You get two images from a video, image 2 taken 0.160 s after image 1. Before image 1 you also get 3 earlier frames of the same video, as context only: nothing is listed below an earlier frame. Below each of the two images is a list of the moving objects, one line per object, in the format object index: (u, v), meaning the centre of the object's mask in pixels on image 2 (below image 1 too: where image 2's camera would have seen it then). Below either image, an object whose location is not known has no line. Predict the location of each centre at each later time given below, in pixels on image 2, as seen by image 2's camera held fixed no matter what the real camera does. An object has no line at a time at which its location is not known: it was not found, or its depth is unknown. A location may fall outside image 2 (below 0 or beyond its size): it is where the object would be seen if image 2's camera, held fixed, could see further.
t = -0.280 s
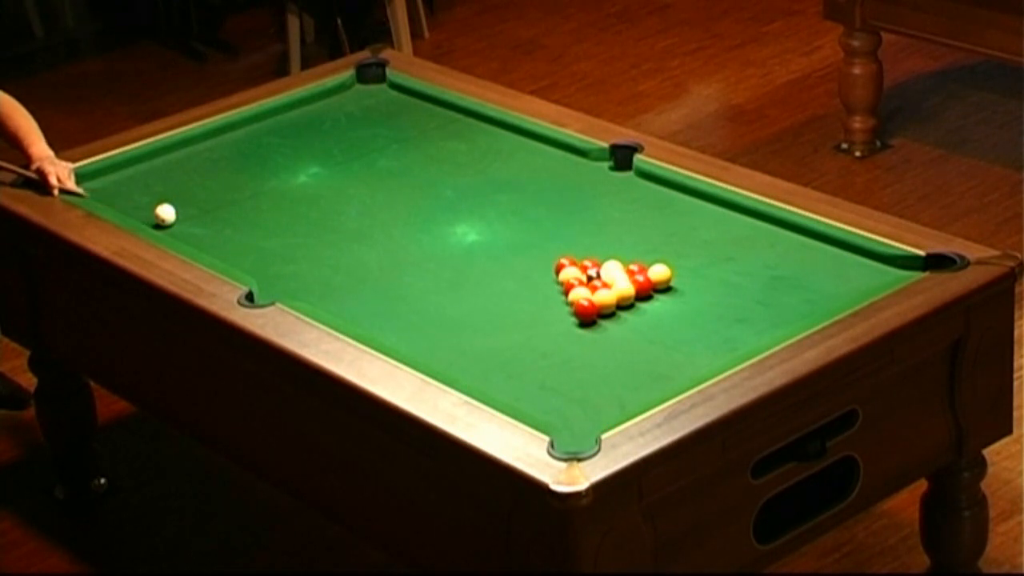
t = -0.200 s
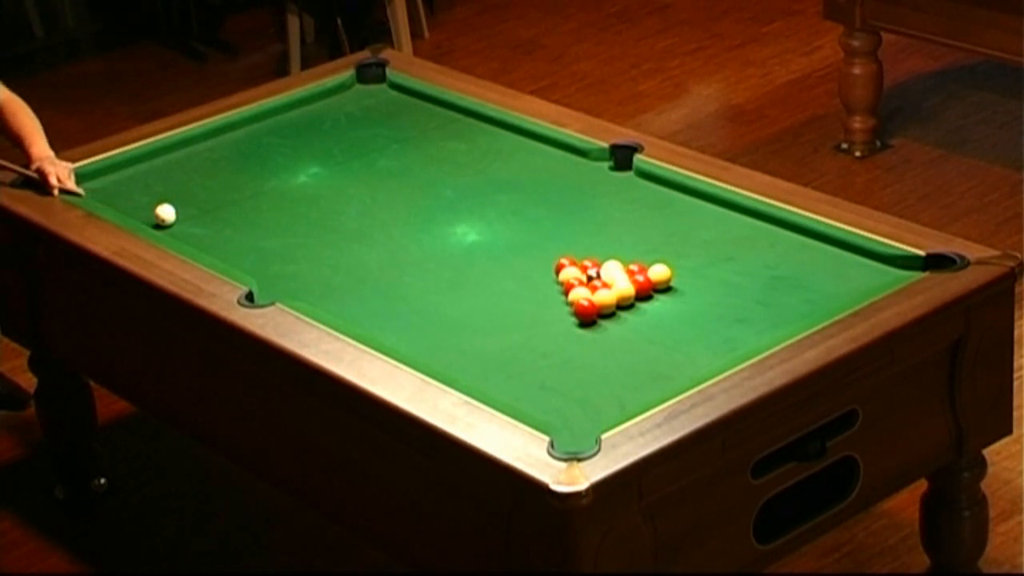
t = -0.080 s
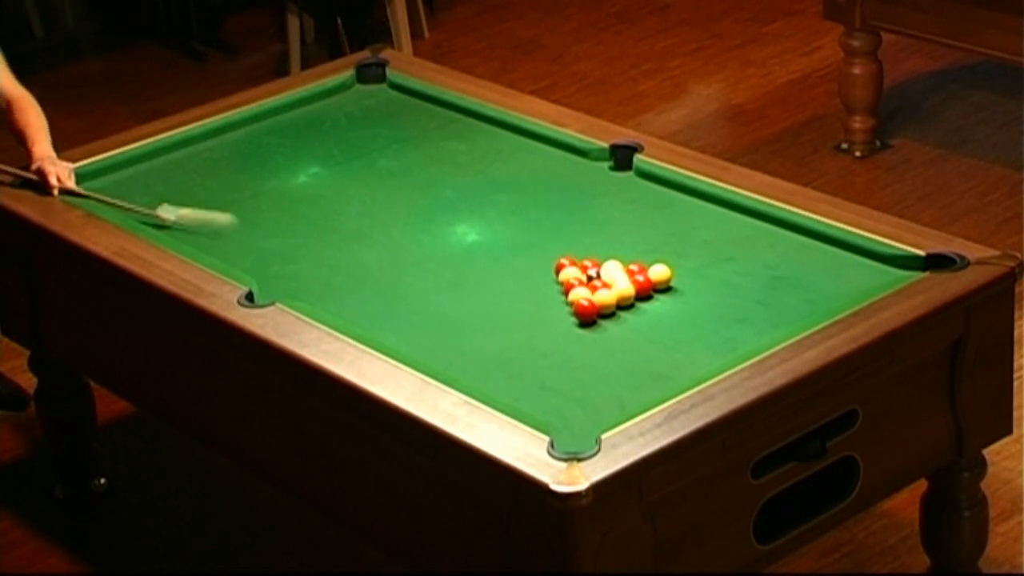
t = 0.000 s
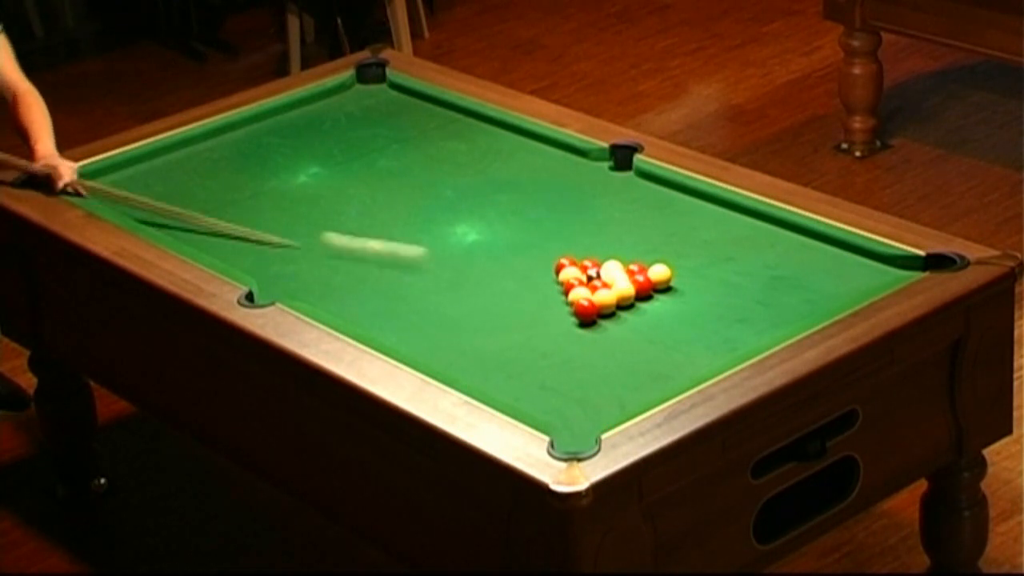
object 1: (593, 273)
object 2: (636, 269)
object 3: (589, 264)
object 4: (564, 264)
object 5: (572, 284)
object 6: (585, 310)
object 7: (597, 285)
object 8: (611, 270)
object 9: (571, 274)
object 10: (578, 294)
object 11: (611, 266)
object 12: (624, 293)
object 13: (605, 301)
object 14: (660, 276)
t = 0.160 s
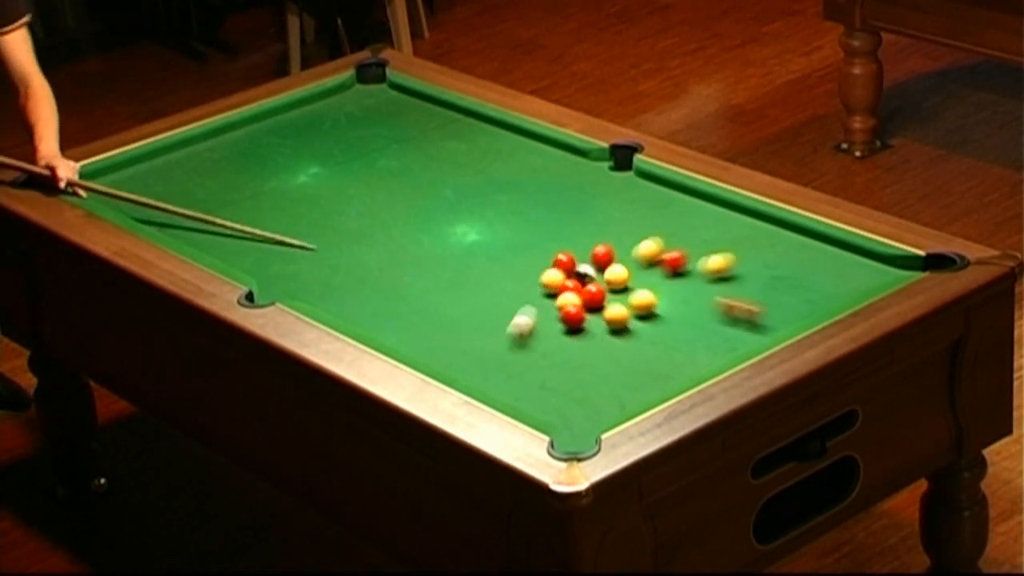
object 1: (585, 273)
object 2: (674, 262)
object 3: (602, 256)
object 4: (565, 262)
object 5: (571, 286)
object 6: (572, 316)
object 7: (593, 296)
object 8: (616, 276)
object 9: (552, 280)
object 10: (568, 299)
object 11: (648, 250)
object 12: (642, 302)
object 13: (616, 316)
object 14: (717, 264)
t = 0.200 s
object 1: (581, 272)
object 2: (688, 257)
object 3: (606, 251)
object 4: (562, 261)
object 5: (570, 288)
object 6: (568, 319)
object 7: (591, 299)
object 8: (616, 274)
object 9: (547, 281)
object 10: (563, 302)
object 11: (662, 242)
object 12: (651, 305)
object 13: (621, 322)
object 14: (739, 260)
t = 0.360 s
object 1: (559, 270)
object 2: (739, 239)
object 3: (623, 232)
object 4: (559, 252)
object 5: (561, 295)
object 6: (548, 331)
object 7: (582, 305)
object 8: (614, 265)
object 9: (529, 284)
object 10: (545, 311)
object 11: (710, 215)
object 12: (681, 320)
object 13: (639, 345)
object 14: (818, 246)
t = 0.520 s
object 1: (543, 264)
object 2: (774, 227)
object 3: (639, 214)
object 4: (556, 248)
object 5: (552, 299)
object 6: (529, 341)
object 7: (574, 312)
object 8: (602, 258)
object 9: (511, 287)
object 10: (528, 319)
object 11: (699, 215)
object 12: (712, 334)
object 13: (659, 370)
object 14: (821, 263)
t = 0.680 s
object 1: (528, 259)
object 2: (746, 243)
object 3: (654, 197)
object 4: (549, 240)
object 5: (546, 303)
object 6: (510, 352)
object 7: (566, 318)
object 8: (564, 255)
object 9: (494, 289)
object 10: (511, 328)
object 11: (661, 228)
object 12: (738, 343)
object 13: (653, 379)
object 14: (808, 285)
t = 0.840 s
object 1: (506, 255)
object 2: (719, 258)
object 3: (658, 186)
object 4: (549, 236)
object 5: (540, 305)
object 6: (491, 362)
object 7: (558, 325)
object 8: (535, 252)
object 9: (479, 291)
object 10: (495, 337)
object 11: (624, 242)
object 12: (715, 338)
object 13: (619, 376)
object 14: (796, 308)
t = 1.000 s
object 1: (478, 250)
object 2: (746, 262)
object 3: (632, 191)
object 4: (545, 232)
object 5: (535, 307)
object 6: (474, 371)
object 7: (551, 330)
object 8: (516, 247)
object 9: (464, 293)
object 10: (479, 344)
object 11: (587, 255)
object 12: (693, 331)
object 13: (587, 372)
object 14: (776, 324)
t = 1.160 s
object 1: (453, 248)
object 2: (772, 265)
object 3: (607, 196)
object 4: (543, 228)
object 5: (530, 309)
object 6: (475, 372)
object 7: (545, 336)
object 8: (498, 244)
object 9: (451, 295)
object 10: (464, 350)
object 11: (550, 268)
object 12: (672, 323)
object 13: (557, 368)
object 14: (739, 334)
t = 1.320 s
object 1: (428, 244)
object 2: (797, 269)
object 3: (583, 200)
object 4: (541, 224)
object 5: (527, 311)
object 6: (489, 368)
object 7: (539, 340)
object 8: (481, 240)
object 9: (439, 297)
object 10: (450, 357)
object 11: (513, 280)
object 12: (653, 316)
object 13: (529, 366)
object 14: (703, 343)
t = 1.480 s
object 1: (404, 241)
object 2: (821, 273)
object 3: (560, 204)
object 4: (539, 220)
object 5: (525, 312)
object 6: (482, 364)
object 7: (535, 342)
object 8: (465, 237)
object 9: (428, 299)
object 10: (441, 359)
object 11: (477, 293)
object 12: (635, 310)
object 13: (523, 361)
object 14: (668, 350)
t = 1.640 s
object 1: (382, 237)
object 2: (845, 277)
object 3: (537, 203)
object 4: (538, 218)
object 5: (523, 312)
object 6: (473, 360)
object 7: (530, 341)
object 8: (450, 234)
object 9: (418, 300)
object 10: (446, 357)
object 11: (442, 306)
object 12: (618, 304)
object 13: (526, 359)
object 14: (633, 358)
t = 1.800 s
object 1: (361, 234)
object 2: (867, 279)
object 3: (517, 207)
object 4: (535, 218)
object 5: (523, 313)
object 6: (476, 357)
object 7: (527, 341)
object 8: (436, 231)
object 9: (410, 298)
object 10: (442, 353)
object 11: (407, 319)
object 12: (602, 299)
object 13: (526, 360)
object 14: (600, 365)
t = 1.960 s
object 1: (342, 232)
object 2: (871, 277)
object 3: (499, 208)
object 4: (533, 218)
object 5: (522, 313)
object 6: (478, 356)
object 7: (525, 341)
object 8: (423, 229)
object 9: (403, 303)
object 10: (439, 350)
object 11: (376, 327)
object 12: (588, 294)
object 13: (527, 361)
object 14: (568, 372)
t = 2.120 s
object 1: (323, 229)
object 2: (866, 272)
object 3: (481, 208)
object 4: (532, 219)
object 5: (523, 313)
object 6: (480, 354)
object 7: (524, 341)
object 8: (412, 227)
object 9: (397, 301)
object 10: (436, 347)
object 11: (395, 319)
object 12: (574, 289)
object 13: (527, 358)
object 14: (536, 379)
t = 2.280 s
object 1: (305, 226)
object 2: (861, 267)
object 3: (465, 208)
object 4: (532, 219)
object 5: (523, 313)
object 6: (480, 353)
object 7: (524, 341)
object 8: (401, 225)
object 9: (390, 305)
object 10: (433, 343)
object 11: (414, 309)
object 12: (562, 284)
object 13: (528, 362)
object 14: (507, 386)
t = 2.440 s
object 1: (287, 224)
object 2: (857, 261)
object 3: (450, 208)
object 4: (533, 219)
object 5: (523, 313)
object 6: (480, 353)
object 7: (524, 341)
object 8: (391, 223)
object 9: (386, 306)
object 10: (431, 341)
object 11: (433, 299)
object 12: (551, 280)
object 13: (528, 361)
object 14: (500, 383)
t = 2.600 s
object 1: (273, 222)
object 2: (854, 257)
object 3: (436, 208)
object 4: (533, 219)
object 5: (523, 312)
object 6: (480, 353)
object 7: (524, 341)
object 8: (382, 221)
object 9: (383, 306)
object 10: (429, 339)
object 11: (450, 290)
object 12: (540, 276)
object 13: (528, 361)
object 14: (508, 374)
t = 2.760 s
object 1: (258, 220)
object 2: (850, 253)
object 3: (423, 208)
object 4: (533, 219)
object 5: (523, 313)
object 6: (480, 353)
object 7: (522, 341)
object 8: (373, 220)
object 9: (381, 307)
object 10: (428, 338)
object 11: (466, 281)
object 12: (530, 272)
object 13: (533, 358)
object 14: (509, 370)
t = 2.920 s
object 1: (244, 218)
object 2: (847, 249)
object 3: (413, 207)
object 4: (533, 219)
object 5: (523, 313)
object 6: (480, 353)
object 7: (522, 343)
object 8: (361, 225)
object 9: (380, 307)
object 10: (427, 337)
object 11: (481, 273)
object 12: (522, 269)
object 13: (539, 354)
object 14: (509, 368)
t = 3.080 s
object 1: (231, 216)
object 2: (841, 248)
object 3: (415, 204)
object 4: (533, 219)
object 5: (523, 313)
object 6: (480, 353)
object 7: (523, 344)
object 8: (346, 234)
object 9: (380, 307)
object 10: (427, 336)
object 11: (491, 266)
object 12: (518, 266)
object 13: (543, 351)
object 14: (508, 367)
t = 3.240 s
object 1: (221, 215)
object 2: (837, 248)
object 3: (416, 202)
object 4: (533, 219)
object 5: (523, 313)
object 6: (480, 353)
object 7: (524, 344)
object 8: (332, 242)
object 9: (381, 307)
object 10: (426, 336)
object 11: (490, 261)
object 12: (524, 262)
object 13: (547, 348)
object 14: (508, 366)
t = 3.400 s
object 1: (209, 214)
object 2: (833, 248)
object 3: (417, 200)
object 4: (533, 218)
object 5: (523, 313)
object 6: (480, 353)
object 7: (524, 344)
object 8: (318, 250)
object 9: (381, 307)
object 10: (426, 336)
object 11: (488, 255)
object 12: (530, 259)
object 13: (551, 345)
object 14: (508, 366)
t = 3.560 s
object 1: (199, 212)
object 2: (831, 248)
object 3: (419, 198)
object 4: (533, 218)
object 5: (523, 313)
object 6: (480, 353)
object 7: (524, 344)
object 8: (304, 257)
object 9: (381, 307)
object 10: (426, 336)
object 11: (488, 251)
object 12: (535, 256)
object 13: (554, 343)
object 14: (508, 366)
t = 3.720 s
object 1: (189, 211)
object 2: (830, 248)
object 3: (420, 197)
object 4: (532, 219)
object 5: (523, 313)
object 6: (480, 353)
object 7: (524, 344)
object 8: (292, 264)
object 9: (381, 307)
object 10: (426, 336)
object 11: (487, 247)
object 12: (539, 253)
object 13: (556, 342)
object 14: (508, 366)
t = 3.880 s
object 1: (181, 210)
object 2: (830, 248)
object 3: (420, 197)
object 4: (532, 219)
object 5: (523, 313)
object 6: (480, 353)
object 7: (524, 344)
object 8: (280, 271)
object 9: (381, 307)
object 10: (426, 336)
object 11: (486, 243)
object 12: (543, 251)
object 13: (557, 341)
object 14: (508, 366)
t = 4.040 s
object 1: (174, 208)
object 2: (830, 248)
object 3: (421, 196)
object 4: (532, 219)
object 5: (523, 313)
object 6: (480, 353)
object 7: (524, 344)
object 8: (269, 278)
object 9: (381, 307)
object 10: (426, 336)
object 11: (485, 240)
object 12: (546, 250)
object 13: (558, 340)
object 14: (508, 366)
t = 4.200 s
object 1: (168, 207)
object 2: (830, 248)
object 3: (421, 196)
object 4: (532, 219)
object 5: (523, 313)
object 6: (480, 353)
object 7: (524, 344)
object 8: (273, 279)
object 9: (381, 307)
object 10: (426, 336)
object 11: (486, 237)
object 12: (549, 249)
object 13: (558, 340)
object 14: (508, 366)
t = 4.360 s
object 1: (163, 206)
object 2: (830, 248)
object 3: (422, 196)
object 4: (532, 219)
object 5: (523, 313)
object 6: (480, 353)
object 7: (524, 344)
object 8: (282, 278)
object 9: (381, 307)
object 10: (426, 336)
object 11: (486, 235)
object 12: (551, 248)
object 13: (558, 340)
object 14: (508, 366)
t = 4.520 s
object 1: (158, 206)
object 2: (830, 248)
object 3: (422, 196)
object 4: (532, 219)
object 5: (523, 313)
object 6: (480, 353)
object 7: (524, 344)
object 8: (291, 277)
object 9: (381, 307)
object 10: (426, 336)
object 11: (486, 233)
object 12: (552, 247)
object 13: (558, 340)
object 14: (508, 366)
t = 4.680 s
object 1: (154, 205)
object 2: (830, 248)
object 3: (422, 196)
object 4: (532, 219)
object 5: (523, 313)
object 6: (480, 353)
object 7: (524, 344)
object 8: (299, 276)
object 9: (381, 307)
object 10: (426, 336)
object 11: (487, 231)
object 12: (553, 247)
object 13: (558, 340)
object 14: (508, 366)
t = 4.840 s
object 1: (150, 205)
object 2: (830, 248)
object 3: (422, 196)
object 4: (532, 219)
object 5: (523, 313)
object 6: (480, 353)
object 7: (524, 344)
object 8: (306, 275)
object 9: (381, 307)
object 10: (426, 336)
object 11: (487, 230)
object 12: (553, 247)
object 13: (558, 340)
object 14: (508, 366)
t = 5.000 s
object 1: (148, 205)
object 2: (830, 248)
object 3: (422, 196)
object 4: (532, 219)
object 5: (523, 313)
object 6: (480, 353)
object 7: (524, 344)
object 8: (311, 274)
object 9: (381, 307)
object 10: (426, 336)
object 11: (487, 230)
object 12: (552, 247)
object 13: (558, 340)
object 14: (508, 366)
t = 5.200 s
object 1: (146, 204)
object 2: (830, 248)
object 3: (422, 196)
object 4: (532, 219)
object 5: (523, 313)
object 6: (480, 353)
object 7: (524, 345)
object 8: (316, 273)
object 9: (381, 307)
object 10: (426, 337)
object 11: (487, 230)
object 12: (552, 247)
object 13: (558, 340)
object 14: (508, 366)
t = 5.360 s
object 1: (146, 204)
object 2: (830, 248)
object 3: (422, 196)
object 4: (532, 219)
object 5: (523, 313)
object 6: (480, 353)
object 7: (524, 345)
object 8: (319, 273)
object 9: (380, 307)
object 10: (426, 336)
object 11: (487, 230)
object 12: (552, 247)
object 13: (558, 340)
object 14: (508, 366)
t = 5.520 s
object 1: (145, 204)
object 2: (830, 248)
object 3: (422, 196)
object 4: (532, 219)
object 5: (523, 313)
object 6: (480, 353)
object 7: (524, 345)
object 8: (320, 273)
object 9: (380, 307)
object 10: (426, 337)
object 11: (487, 230)
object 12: (552, 248)
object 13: (558, 340)
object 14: (508, 366)
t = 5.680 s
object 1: (145, 204)
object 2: (830, 248)
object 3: (422, 196)
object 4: (532, 219)
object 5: (523, 313)
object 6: (480, 353)
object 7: (524, 345)
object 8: (320, 272)
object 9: (380, 307)
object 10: (426, 337)
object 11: (487, 230)
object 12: (552, 248)
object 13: (558, 340)
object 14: (508, 366)
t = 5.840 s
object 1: (145, 204)
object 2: (830, 248)
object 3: (422, 196)
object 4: (532, 219)
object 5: (523, 313)
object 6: (480, 353)
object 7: (524, 345)
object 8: (320, 273)
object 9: (381, 307)
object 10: (426, 337)
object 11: (487, 230)
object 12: (552, 248)
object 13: (558, 340)
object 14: (508, 366)
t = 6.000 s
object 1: (145, 204)
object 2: (830, 248)
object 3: (422, 196)
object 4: (532, 219)
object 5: (523, 313)
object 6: (480, 353)
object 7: (524, 345)
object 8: (320, 273)
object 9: (381, 307)
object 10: (426, 337)
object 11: (487, 230)
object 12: (552, 248)
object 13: (558, 340)
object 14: (508, 366)
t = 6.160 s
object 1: (145, 204)
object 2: (830, 248)
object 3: (422, 196)
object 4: (532, 219)
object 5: (523, 313)
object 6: (480, 353)
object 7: (524, 345)
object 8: (320, 273)
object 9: (381, 307)
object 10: (426, 336)
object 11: (487, 230)
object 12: (552, 248)
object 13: (558, 340)
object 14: (508, 366)
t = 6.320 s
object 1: (145, 203)
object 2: (830, 248)
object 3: (421, 196)
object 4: (533, 219)
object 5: (523, 313)
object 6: (480, 353)
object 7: (524, 345)
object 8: (320, 273)
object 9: (380, 307)
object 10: (426, 336)
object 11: (487, 230)
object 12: (552, 248)
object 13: (558, 340)
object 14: (508, 366)
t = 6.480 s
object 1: (145, 203)
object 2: (830, 248)
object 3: (421, 196)
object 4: (533, 219)
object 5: (523, 313)
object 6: (480, 353)
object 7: (524, 345)
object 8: (320, 273)
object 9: (381, 307)
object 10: (426, 336)
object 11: (487, 230)
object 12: (552, 247)
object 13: (558, 340)
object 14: (508, 366)
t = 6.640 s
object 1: (145, 204)
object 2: (830, 248)
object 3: (421, 196)
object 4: (532, 219)
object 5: (523, 313)
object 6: (480, 353)
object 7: (524, 345)
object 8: (320, 273)
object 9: (380, 307)
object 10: (426, 336)
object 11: (487, 230)
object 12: (552, 248)
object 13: (558, 340)
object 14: (508, 366)
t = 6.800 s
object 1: (145, 203)
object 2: (830, 248)
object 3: (421, 196)
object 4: (533, 219)
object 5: (523, 313)
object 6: (480, 353)
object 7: (524, 345)
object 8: (320, 272)
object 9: (381, 307)
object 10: (426, 336)
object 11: (487, 230)
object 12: (552, 247)
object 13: (558, 340)
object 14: (508, 366)
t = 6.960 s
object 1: (145, 203)
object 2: (830, 248)
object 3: (421, 196)
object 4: (533, 219)
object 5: (523, 313)
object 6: (480, 353)
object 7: (524, 345)
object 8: (321, 272)
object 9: (381, 307)
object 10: (426, 336)
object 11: (487, 230)
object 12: (552, 247)
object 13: (558, 340)
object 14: (508, 366)
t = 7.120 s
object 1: (145, 203)
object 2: (830, 248)
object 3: (421, 196)
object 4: (533, 219)
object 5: (523, 313)
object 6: (480, 353)
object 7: (524, 345)
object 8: (321, 272)
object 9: (381, 307)
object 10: (426, 336)
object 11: (487, 230)
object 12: (552, 247)
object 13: (558, 340)
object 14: (508, 366)
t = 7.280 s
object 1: (145, 203)
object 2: (830, 248)
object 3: (421, 196)
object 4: (533, 219)
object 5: (523, 313)
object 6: (480, 353)
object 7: (524, 345)
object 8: (320, 272)
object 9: (381, 307)
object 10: (426, 336)
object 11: (487, 230)
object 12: (552, 247)
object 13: (558, 340)
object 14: (508, 366)
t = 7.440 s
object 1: (145, 204)
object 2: (830, 248)
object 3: (421, 196)
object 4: (533, 219)
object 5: (523, 313)
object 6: (480, 353)
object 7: (524, 345)
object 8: (320, 272)
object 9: (381, 307)
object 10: (426, 336)
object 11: (487, 230)
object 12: (552, 248)
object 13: (558, 340)
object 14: (508, 366)
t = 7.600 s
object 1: (145, 204)
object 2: (830, 248)
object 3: (421, 196)
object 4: (533, 219)
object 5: (523, 313)
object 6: (480, 353)
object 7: (524, 345)
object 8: (320, 272)
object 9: (380, 307)
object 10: (426, 336)
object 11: (487, 230)
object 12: (552, 247)
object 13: (558, 340)
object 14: (508, 366)
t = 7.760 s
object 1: (145, 204)
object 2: (830, 248)
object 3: (421, 196)
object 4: (532, 219)
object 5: (523, 313)
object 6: (480, 353)
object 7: (524, 345)
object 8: (320, 272)
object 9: (380, 307)
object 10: (426, 336)
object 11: (487, 230)
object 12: (552, 247)
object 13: (558, 340)
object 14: (508, 366)
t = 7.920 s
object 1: (146, 203)
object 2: (830, 248)
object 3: (421, 196)
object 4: (532, 219)
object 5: (523, 313)
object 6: (480, 353)
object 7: (524, 345)
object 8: (320, 272)
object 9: (381, 307)
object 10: (426, 336)
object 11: (487, 230)
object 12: (552, 248)
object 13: (558, 340)
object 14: (508, 366)
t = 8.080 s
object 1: (146, 204)
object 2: (830, 248)
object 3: (421, 196)
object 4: (532, 219)
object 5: (523, 313)
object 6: (480, 353)
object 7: (524, 345)
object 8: (320, 272)
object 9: (381, 307)
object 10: (426, 336)
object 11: (487, 230)
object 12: (552, 247)
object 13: (558, 340)
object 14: (508, 366)
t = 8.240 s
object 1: (146, 204)
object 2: (830, 248)
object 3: (421, 196)
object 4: (532, 219)
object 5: (523, 313)
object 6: (480, 353)
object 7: (524, 345)
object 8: (320, 273)
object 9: (381, 307)
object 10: (426, 336)
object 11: (487, 230)
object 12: (552, 247)
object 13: (558, 340)
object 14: (508, 366)
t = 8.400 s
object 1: (146, 203)
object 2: (830, 248)
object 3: (421, 196)
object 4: (532, 219)
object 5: (523, 313)
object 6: (480, 353)
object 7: (524, 345)
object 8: (320, 272)
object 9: (381, 307)
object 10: (426, 336)
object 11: (487, 230)
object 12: (552, 247)
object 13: (558, 340)
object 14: (508, 366)
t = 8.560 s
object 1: (146, 203)
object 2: (830, 248)
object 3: (421, 196)
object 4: (532, 219)
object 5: (523, 313)
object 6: (480, 353)
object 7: (524, 345)
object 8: (320, 272)
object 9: (381, 307)
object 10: (426, 336)
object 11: (487, 230)
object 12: (552, 247)
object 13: (558, 340)
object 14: (508, 366)
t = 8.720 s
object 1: (146, 203)
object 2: (830, 248)
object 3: (421, 196)
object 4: (532, 219)
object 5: (523, 313)
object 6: (480, 353)
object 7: (524, 345)
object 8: (320, 272)
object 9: (380, 307)
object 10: (426, 336)
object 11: (487, 230)
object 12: (552, 247)
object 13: (558, 340)
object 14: (508, 366)
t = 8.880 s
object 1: (146, 204)
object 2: (830, 248)
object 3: (421, 196)
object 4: (533, 219)
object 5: (523, 313)
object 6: (480, 353)
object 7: (524, 345)
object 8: (320, 273)
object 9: (381, 307)
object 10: (426, 336)
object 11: (487, 230)
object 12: (552, 248)
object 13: (558, 340)
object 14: (508, 366)
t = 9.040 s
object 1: (146, 204)
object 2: (830, 248)
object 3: (421, 196)
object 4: (533, 219)
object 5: (523, 313)
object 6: (480, 353)
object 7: (524, 345)
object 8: (320, 273)
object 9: (381, 307)
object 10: (426, 336)
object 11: (487, 230)
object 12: (552, 248)
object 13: (558, 340)
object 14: (508, 366)
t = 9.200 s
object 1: (146, 203)
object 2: (830, 248)
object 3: (421, 196)
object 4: (533, 219)
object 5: (523, 313)
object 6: (480, 353)
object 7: (524, 345)
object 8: (320, 273)
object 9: (381, 307)
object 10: (426, 336)
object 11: (487, 230)
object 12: (552, 247)
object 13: (558, 340)
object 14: (508, 366)
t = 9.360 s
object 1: (146, 203)
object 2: (830, 248)
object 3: (421, 196)
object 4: (533, 219)
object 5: (523, 313)
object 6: (480, 353)
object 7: (524, 345)
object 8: (320, 273)
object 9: (381, 307)
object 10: (426, 336)
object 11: (487, 230)
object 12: (552, 248)
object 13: (558, 340)
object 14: (508, 366)
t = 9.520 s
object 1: (146, 203)
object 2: (830, 248)
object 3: (421, 196)
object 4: (533, 219)
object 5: (523, 313)
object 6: (480, 353)
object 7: (524, 345)
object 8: (320, 272)
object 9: (381, 307)
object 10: (426, 336)
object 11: (487, 230)
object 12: (552, 248)
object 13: (558, 340)
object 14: (508, 366)
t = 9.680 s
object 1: (146, 203)
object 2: (830, 248)
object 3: (421, 196)
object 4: (533, 219)
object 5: (523, 313)
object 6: (480, 353)
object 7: (524, 345)
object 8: (320, 273)
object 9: (381, 307)
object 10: (426, 336)
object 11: (487, 230)
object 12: (552, 247)
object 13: (558, 340)
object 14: (508, 366)
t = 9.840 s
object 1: (146, 203)
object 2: (830, 248)
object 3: (421, 196)
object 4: (533, 219)
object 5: (523, 313)
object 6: (480, 353)
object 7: (524, 345)
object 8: (320, 273)
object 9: (381, 307)
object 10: (426, 336)
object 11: (487, 230)
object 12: (552, 247)
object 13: (558, 340)
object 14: (508, 366)
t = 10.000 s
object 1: (146, 204)
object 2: (830, 248)
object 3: (421, 196)
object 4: (533, 219)
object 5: (523, 313)
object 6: (480, 353)
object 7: (524, 345)
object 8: (320, 273)
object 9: (381, 307)
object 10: (426, 336)
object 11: (487, 230)
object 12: (552, 248)
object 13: (558, 340)
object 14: (508, 366)
